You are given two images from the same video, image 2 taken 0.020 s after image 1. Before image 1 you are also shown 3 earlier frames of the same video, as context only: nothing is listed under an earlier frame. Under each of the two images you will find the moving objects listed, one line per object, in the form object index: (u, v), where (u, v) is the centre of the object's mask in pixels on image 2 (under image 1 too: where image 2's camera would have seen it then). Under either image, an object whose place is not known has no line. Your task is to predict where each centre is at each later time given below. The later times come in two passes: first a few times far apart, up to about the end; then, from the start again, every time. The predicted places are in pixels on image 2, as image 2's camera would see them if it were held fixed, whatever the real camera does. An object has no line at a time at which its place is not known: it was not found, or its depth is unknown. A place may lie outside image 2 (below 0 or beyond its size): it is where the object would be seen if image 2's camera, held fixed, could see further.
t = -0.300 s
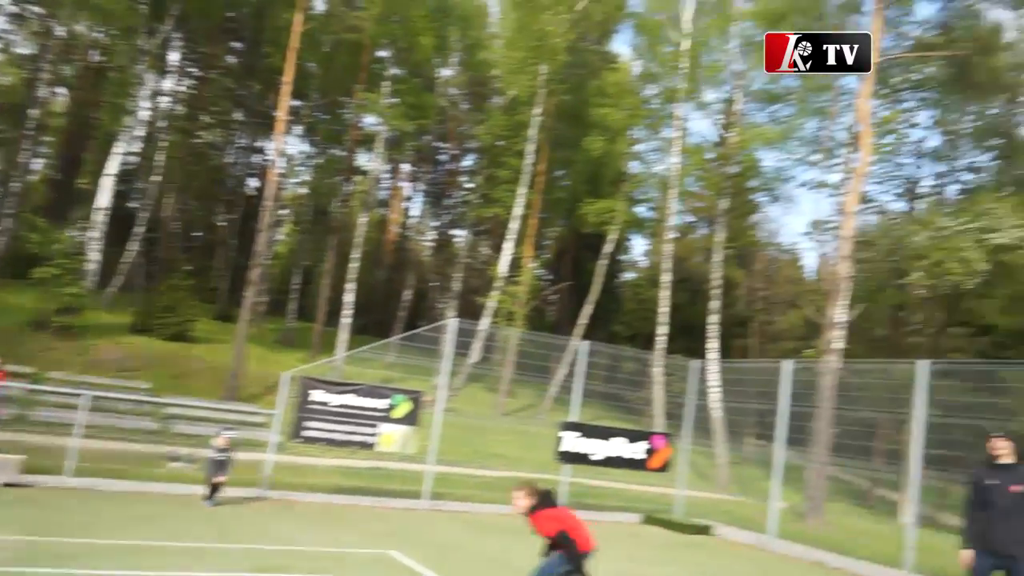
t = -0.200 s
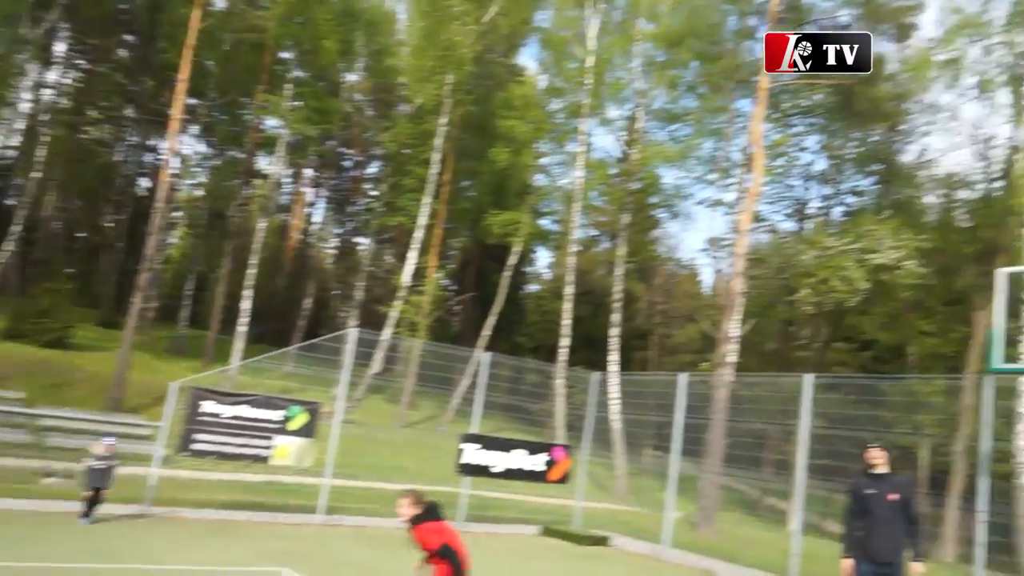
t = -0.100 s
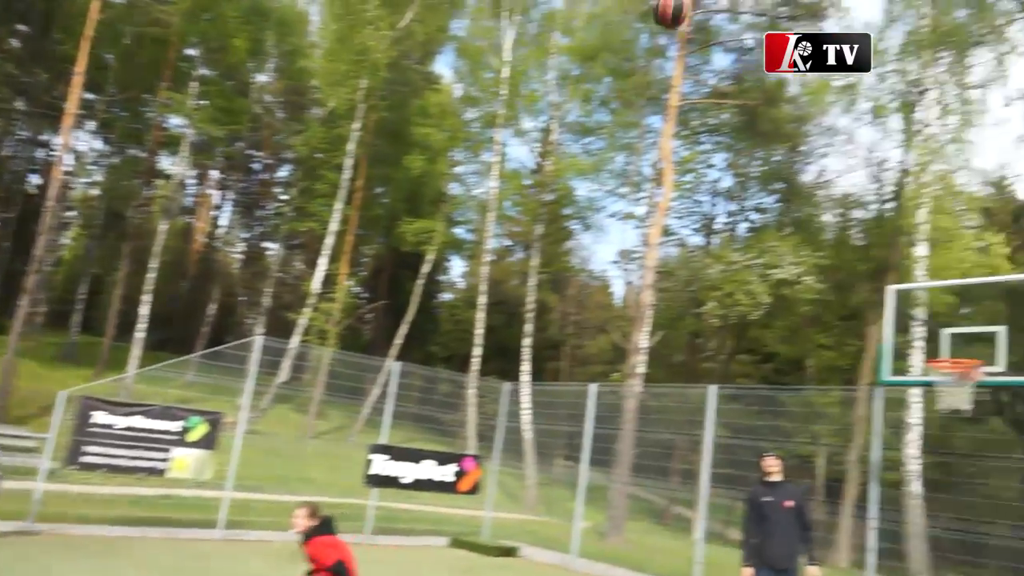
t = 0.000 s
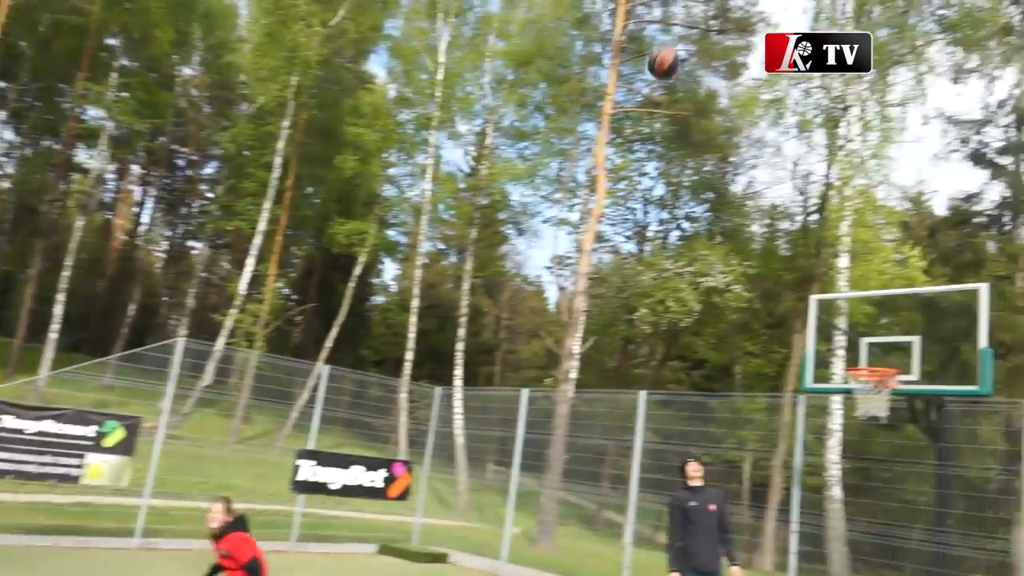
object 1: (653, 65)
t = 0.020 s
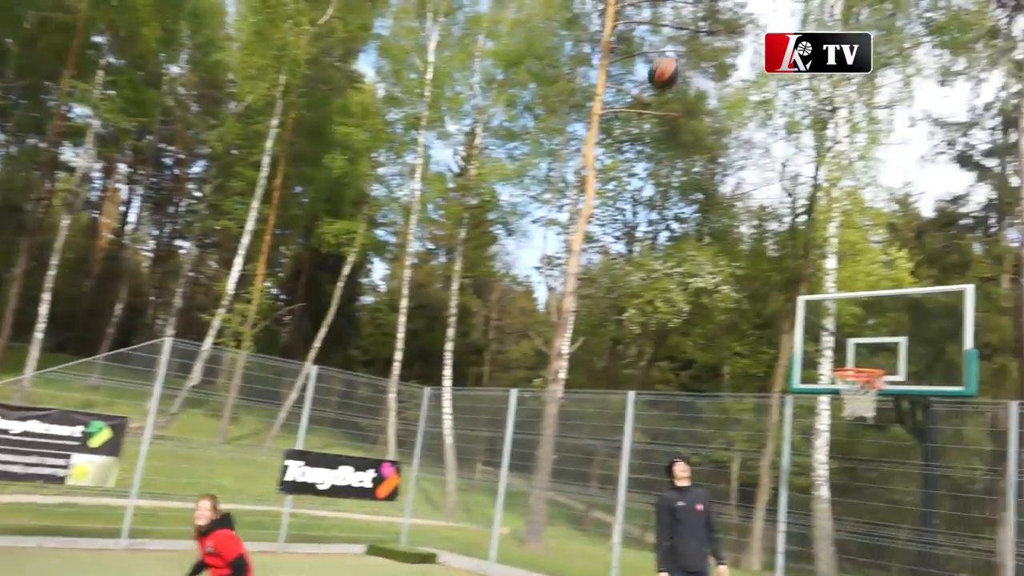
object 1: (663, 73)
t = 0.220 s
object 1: (752, 181)
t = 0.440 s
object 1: (829, 315)
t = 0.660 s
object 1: (872, 334)
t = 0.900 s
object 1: (916, 339)
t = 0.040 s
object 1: (674, 83)
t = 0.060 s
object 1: (684, 93)
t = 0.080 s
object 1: (694, 102)
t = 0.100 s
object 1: (703, 114)
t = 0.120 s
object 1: (712, 122)
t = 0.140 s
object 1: (720, 134)
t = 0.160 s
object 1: (728, 146)
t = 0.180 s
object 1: (736, 157)
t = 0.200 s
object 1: (744, 168)
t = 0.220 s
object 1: (752, 181)
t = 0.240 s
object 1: (760, 191)
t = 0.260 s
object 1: (769, 204)
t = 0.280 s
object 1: (777, 214)
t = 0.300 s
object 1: (784, 227)
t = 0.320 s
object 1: (791, 240)
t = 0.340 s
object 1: (800, 252)
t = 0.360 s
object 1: (806, 264)
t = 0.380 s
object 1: (812, 276)
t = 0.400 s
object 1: (815, 290)
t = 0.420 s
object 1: (823, 304)
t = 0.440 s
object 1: (829, 315)
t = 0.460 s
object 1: (834, 329)
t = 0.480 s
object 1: (842, 342)
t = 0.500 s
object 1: (848, 358)
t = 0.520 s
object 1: (851, 361)
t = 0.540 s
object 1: (855, 357)
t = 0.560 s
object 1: (856, 353)
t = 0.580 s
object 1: (860, 348)
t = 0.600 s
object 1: (864, 344)
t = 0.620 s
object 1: (866, 340)
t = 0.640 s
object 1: (869, 336)
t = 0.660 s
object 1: (872, 334)
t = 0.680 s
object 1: (876, 332)
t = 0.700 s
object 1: (877, 332)
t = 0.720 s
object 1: (879, 329)
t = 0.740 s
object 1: (884, 328)
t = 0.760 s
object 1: (888, 328)
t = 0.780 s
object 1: (892, 328)
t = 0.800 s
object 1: (894, 328)
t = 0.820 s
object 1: (897, 329)
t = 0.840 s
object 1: (900, 331)
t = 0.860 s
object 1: (905, 332)
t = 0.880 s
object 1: (911, 336)
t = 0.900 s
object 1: (916, 339)
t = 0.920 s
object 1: (921, 343)
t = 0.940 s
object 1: (926, 350)
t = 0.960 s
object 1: (931, 355)
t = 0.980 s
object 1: (939, 363)
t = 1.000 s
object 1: (942, 371)
